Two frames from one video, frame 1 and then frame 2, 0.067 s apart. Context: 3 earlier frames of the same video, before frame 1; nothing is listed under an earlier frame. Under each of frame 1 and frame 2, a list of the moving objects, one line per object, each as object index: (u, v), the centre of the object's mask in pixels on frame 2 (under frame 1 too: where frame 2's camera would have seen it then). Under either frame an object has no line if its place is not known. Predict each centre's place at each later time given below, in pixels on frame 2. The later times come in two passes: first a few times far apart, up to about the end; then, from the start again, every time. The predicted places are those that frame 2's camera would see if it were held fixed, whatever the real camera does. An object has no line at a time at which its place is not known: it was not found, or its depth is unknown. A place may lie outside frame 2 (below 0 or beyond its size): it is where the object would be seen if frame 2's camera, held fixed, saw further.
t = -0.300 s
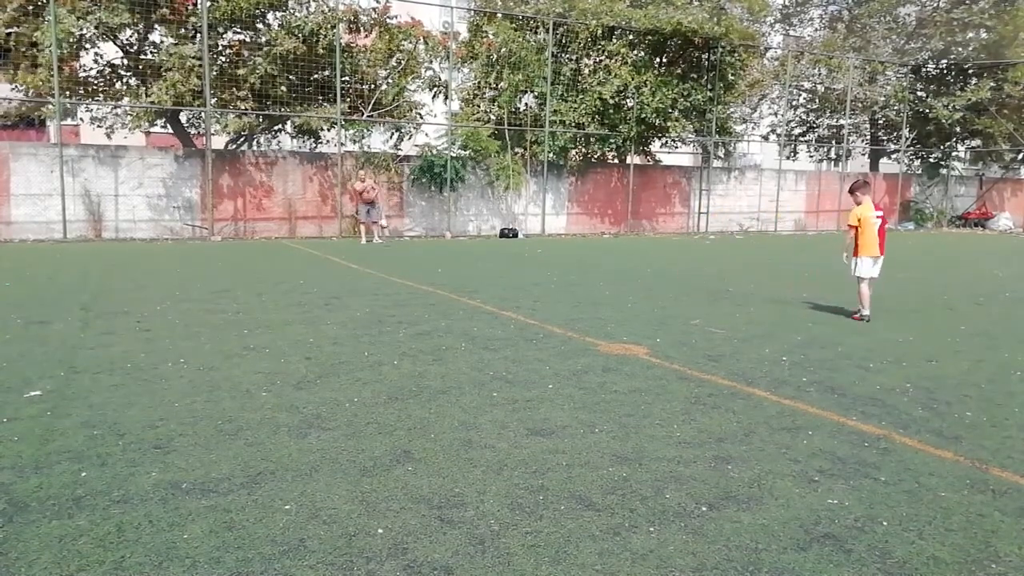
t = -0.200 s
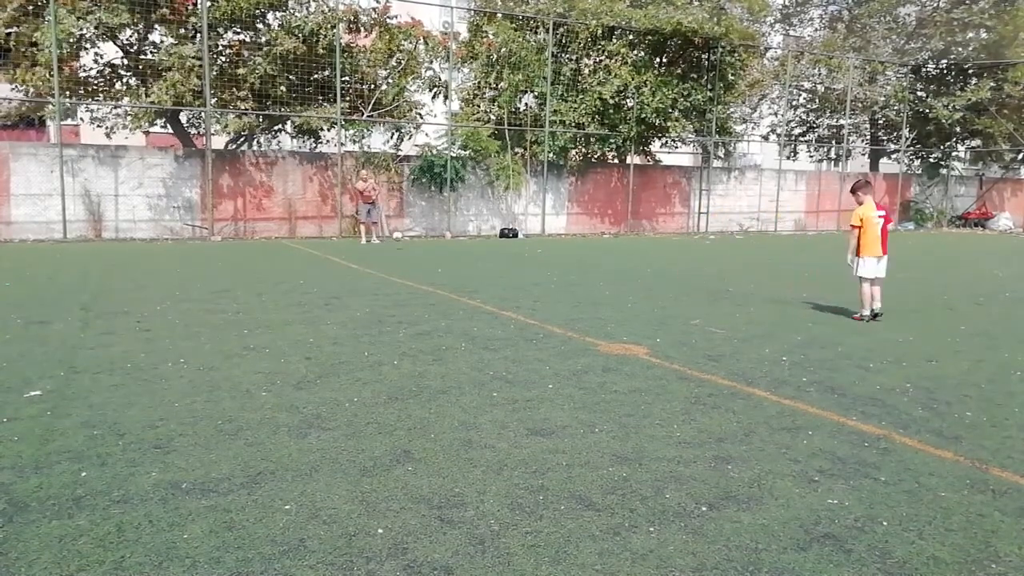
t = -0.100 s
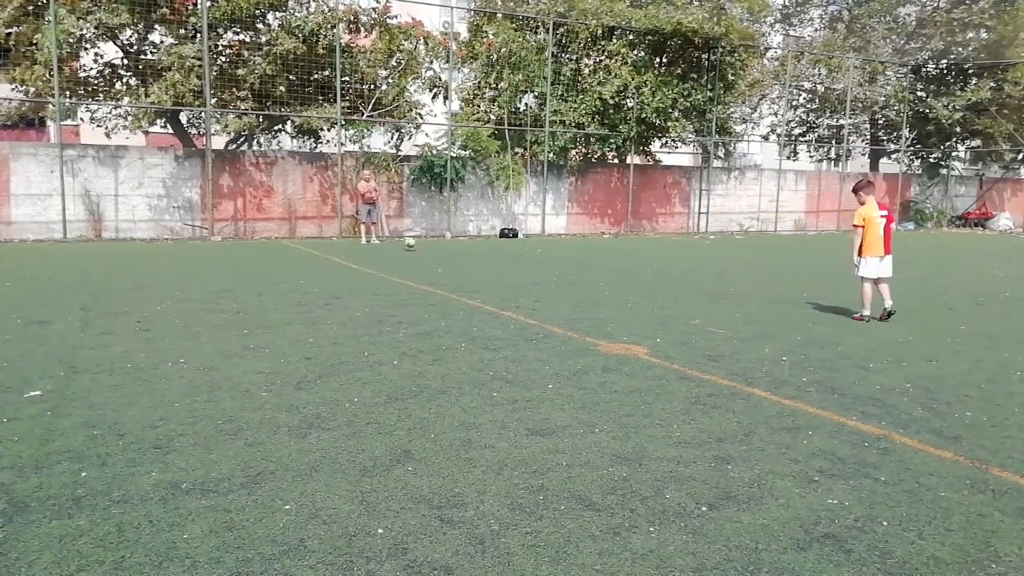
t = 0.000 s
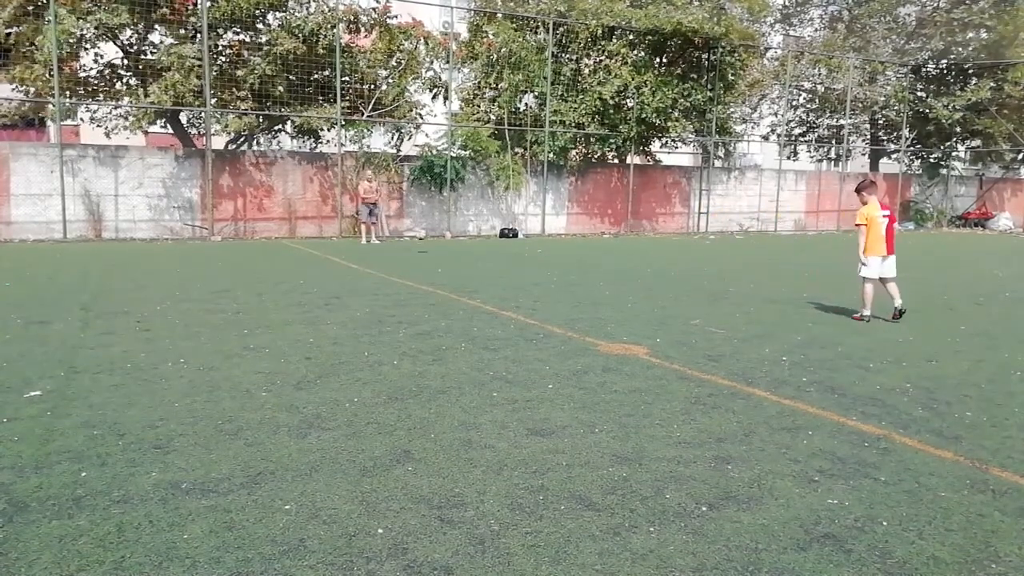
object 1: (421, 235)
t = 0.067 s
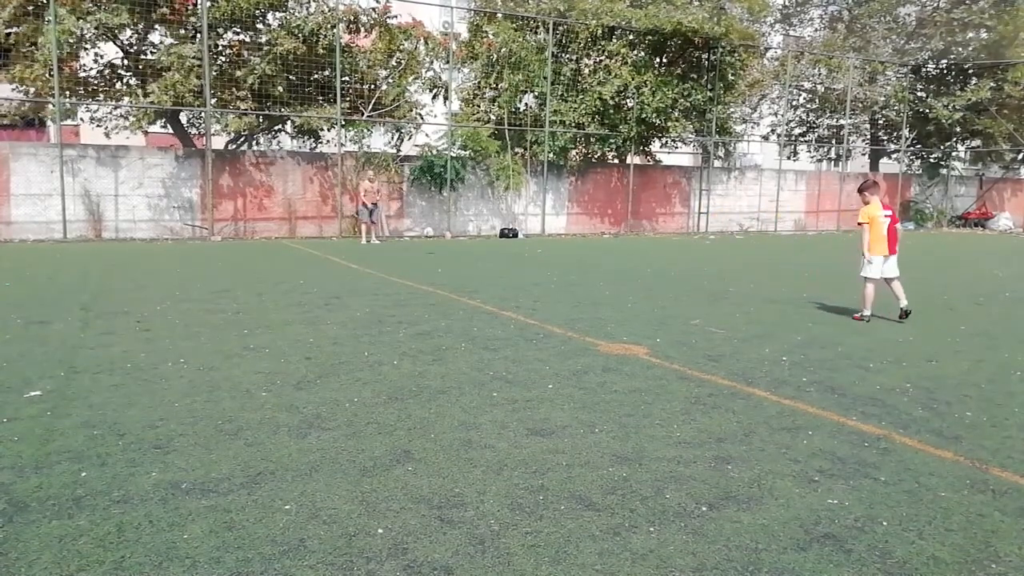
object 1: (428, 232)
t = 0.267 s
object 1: (452, 239)
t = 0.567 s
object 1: (492, 248)
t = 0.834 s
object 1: (532, 258)
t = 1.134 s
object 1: (582, 267)
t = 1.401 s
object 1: (632, 272)
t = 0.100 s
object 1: (432, 232)
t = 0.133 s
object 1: (436, 232)
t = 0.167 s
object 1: (440, 233)
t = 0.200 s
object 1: (444, 234)
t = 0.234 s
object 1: (448, 236)
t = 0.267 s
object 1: (452, 239)
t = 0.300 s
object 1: (456, 242)
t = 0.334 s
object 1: (460, 247)
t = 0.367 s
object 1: (464, 252)
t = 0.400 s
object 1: (469, 254)
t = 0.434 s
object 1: (473, 252)
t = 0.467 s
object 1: (478, 250)
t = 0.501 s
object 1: (482, 249)
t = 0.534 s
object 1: (487, 248)
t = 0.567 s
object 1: (492, 248)
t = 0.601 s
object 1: (497, 248)
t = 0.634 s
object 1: (501, 250)
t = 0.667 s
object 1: (506, 252)
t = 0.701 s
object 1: (511, 255)
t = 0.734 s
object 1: (516, 258)
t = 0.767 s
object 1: (522, 261)
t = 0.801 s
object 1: (527, 260)
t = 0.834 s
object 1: (532, 258)
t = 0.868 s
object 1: (537, 257)
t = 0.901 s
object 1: (543, 256)
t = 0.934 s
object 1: (548, 256)
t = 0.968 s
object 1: (553, 257)
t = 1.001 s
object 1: (559, 260)
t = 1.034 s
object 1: (565, 262)
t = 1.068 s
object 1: (570, 265)
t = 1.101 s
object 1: (577, 268)
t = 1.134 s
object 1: (582, 267)
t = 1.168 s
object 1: (588, 265)
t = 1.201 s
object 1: (594, 265)
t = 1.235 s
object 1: (600, 266)
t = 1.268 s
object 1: (606, 267)
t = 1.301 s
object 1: (612, 270)
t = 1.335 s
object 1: (618, 272)
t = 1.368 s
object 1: (625, 273)
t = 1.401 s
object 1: (632, 272)
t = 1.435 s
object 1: (639, 272)
